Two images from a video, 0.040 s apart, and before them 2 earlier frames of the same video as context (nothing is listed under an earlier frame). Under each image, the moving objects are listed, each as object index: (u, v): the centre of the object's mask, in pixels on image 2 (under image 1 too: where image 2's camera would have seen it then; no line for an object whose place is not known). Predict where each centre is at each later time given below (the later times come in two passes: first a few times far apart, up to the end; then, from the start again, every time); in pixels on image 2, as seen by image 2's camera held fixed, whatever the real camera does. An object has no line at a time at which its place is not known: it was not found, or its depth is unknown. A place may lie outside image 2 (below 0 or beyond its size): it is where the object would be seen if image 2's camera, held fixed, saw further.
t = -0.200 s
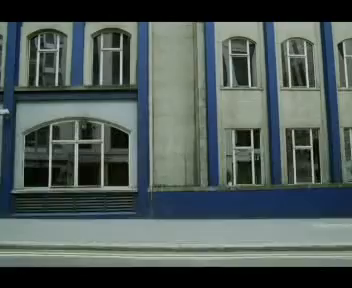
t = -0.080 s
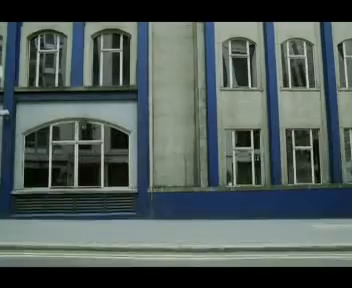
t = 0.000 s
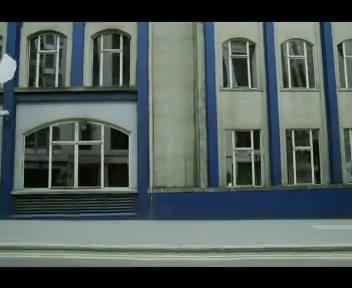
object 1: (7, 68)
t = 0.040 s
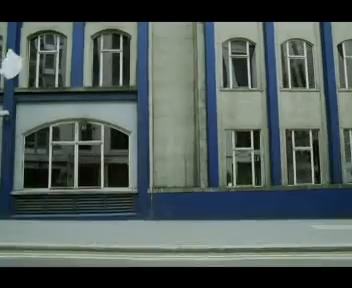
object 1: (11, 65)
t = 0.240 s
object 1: (44, 38)
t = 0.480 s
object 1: (92, 27)
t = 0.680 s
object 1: (131, 24)
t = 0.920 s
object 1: (189, 21)
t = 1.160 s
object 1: (237, 18)
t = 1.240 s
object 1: (249, 14)
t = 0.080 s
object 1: (17, 60)
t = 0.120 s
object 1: (23, 55)
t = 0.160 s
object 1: (29, 50)
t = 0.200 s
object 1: (36, 43)
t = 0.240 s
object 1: (44, 38)
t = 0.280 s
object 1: (51, 33)
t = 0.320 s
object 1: (60, 30)
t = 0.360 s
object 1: (68, 29)
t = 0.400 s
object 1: (77, 29)
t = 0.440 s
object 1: (85, 28)
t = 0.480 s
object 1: (92, 27)
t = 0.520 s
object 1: (99, 27)
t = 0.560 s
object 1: (107, 26)
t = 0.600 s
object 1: (114, 25)
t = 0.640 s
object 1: (122, 25)
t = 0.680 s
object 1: (131, 24)
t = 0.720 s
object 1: (140, 23)
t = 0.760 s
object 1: (149, 23)
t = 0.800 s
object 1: (161, 22)
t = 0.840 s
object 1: (171, 21)
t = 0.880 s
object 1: (181, 21)
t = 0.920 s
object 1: (189, 21)
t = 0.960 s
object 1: (198, 20)
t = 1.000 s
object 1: (206, 19)
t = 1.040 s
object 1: (215, 19)
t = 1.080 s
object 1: (223, 19)
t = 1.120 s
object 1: (230, 18)
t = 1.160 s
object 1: (237, 18)
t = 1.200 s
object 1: (243, 16)
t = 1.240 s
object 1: (249, 14)
